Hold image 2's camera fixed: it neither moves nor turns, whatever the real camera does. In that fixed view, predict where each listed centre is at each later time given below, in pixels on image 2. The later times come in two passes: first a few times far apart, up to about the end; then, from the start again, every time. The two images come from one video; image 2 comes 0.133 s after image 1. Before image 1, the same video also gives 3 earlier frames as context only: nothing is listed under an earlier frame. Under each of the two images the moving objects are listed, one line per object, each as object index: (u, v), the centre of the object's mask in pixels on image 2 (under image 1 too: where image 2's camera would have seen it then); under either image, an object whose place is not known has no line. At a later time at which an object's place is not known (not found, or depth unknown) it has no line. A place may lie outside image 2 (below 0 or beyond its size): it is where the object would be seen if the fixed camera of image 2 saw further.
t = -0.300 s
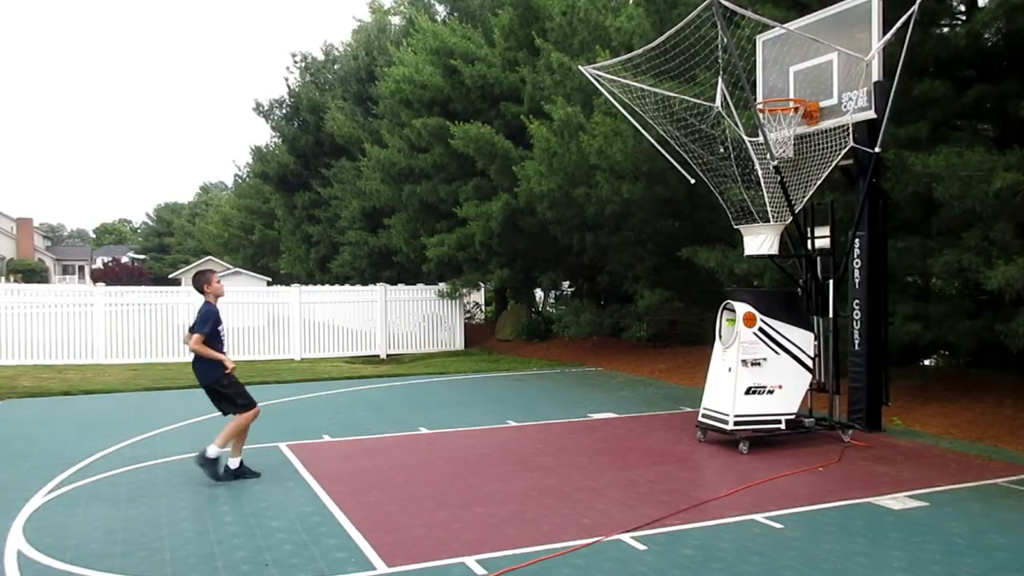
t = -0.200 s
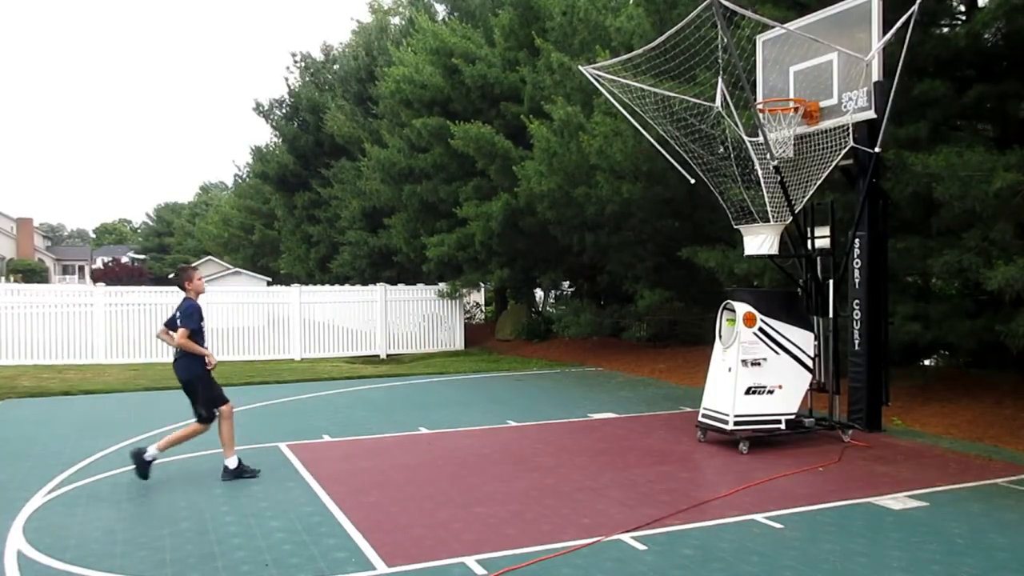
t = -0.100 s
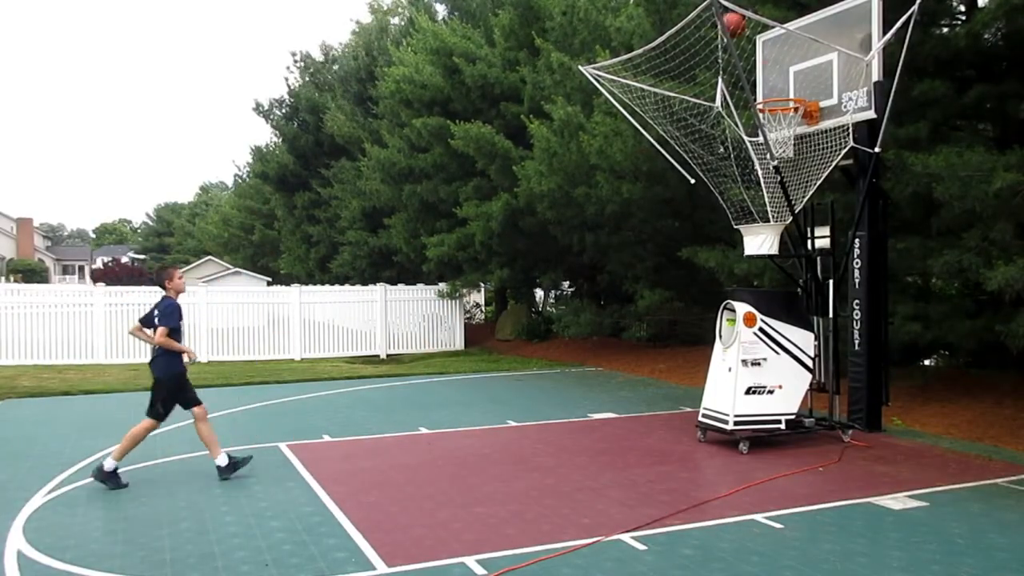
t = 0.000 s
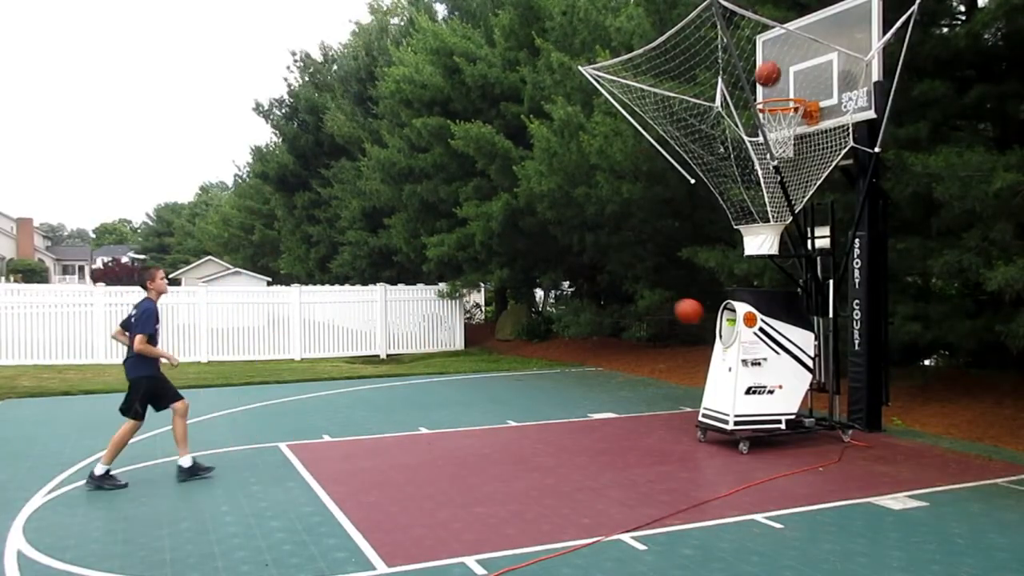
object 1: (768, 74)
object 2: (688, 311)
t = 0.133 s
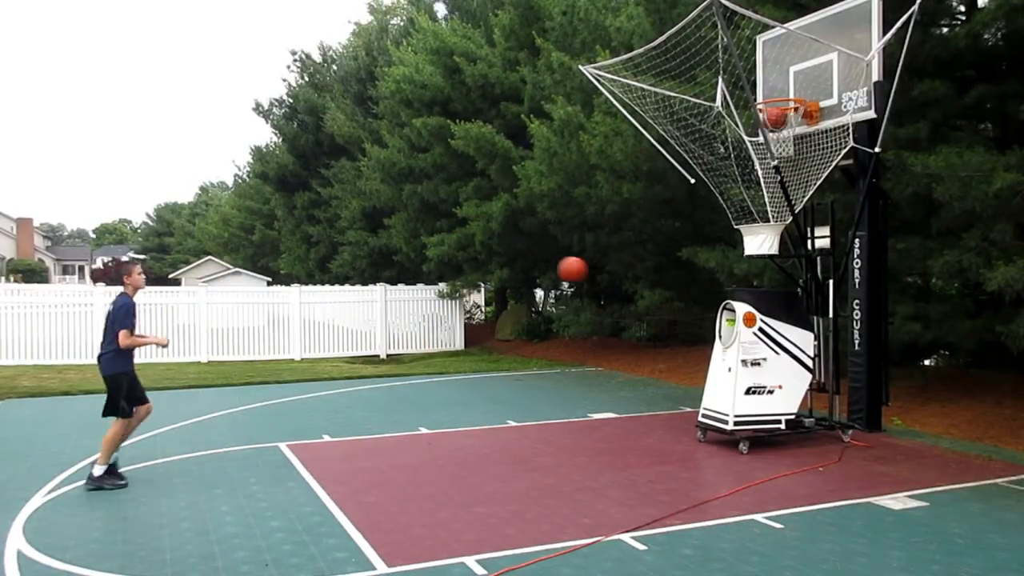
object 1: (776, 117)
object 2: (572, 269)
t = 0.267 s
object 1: (771, 110)
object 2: (447, 245)
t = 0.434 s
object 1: (783, 122)
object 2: (279, 245)
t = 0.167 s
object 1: (771, 113)
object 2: (542, 262)
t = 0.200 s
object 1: (769, 108)
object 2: (511, 255)
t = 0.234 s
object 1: (770, 106)
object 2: (479, 250)
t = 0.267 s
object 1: (771, 110)
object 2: (447, 245)
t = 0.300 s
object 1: (772, 112)
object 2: (414, 242)
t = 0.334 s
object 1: (774, 115)
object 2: (382, 241)
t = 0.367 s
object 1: (776, 117)
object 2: (348, 241)
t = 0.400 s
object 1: (778, 118)
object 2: (314, 242)
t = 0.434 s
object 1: (783, 122)
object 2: (279, 245)
